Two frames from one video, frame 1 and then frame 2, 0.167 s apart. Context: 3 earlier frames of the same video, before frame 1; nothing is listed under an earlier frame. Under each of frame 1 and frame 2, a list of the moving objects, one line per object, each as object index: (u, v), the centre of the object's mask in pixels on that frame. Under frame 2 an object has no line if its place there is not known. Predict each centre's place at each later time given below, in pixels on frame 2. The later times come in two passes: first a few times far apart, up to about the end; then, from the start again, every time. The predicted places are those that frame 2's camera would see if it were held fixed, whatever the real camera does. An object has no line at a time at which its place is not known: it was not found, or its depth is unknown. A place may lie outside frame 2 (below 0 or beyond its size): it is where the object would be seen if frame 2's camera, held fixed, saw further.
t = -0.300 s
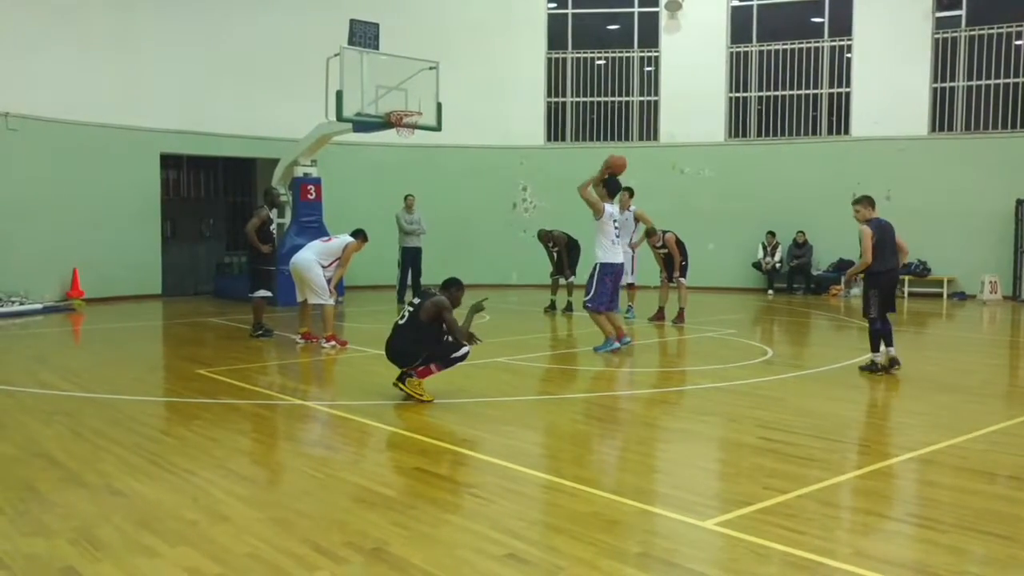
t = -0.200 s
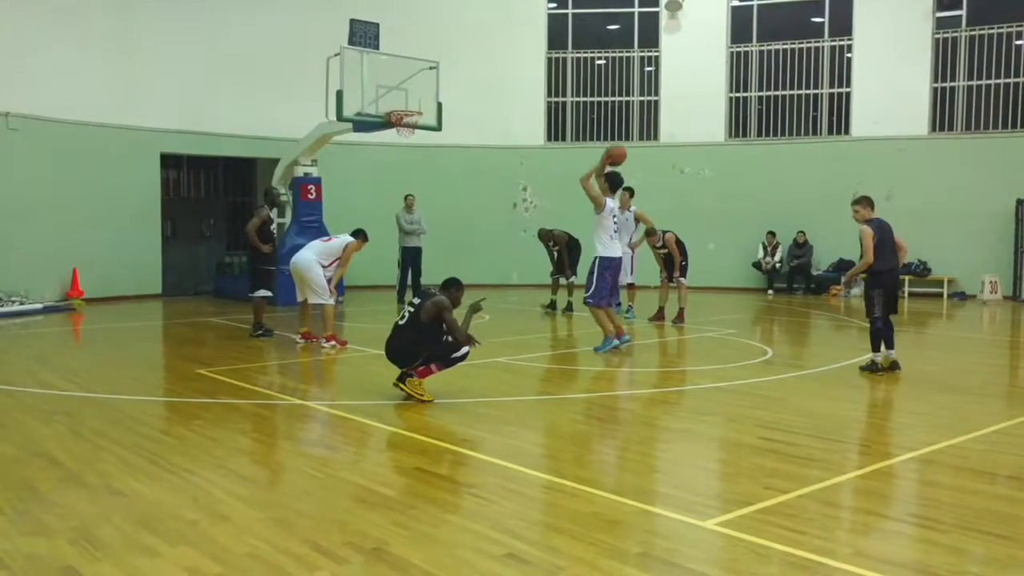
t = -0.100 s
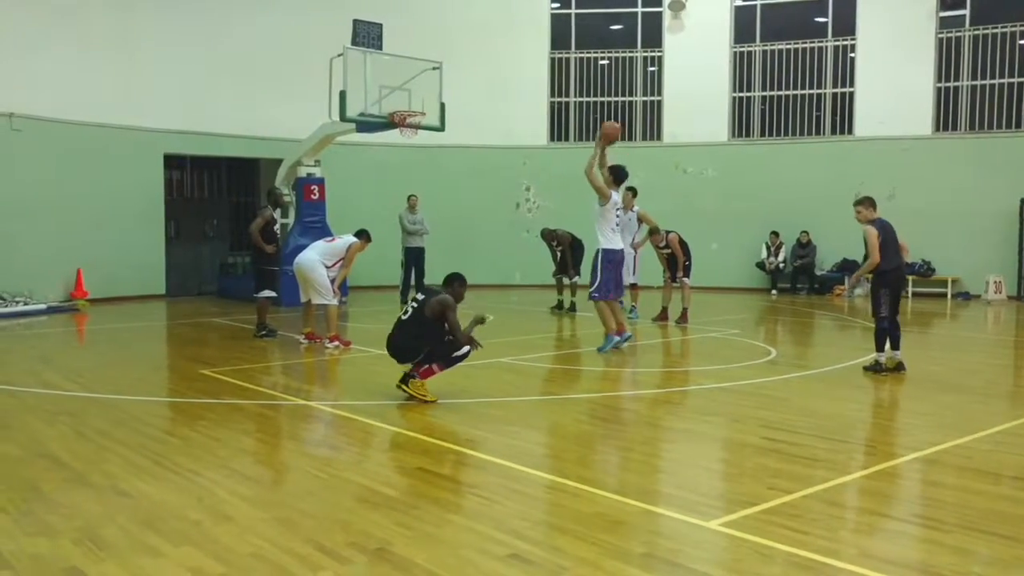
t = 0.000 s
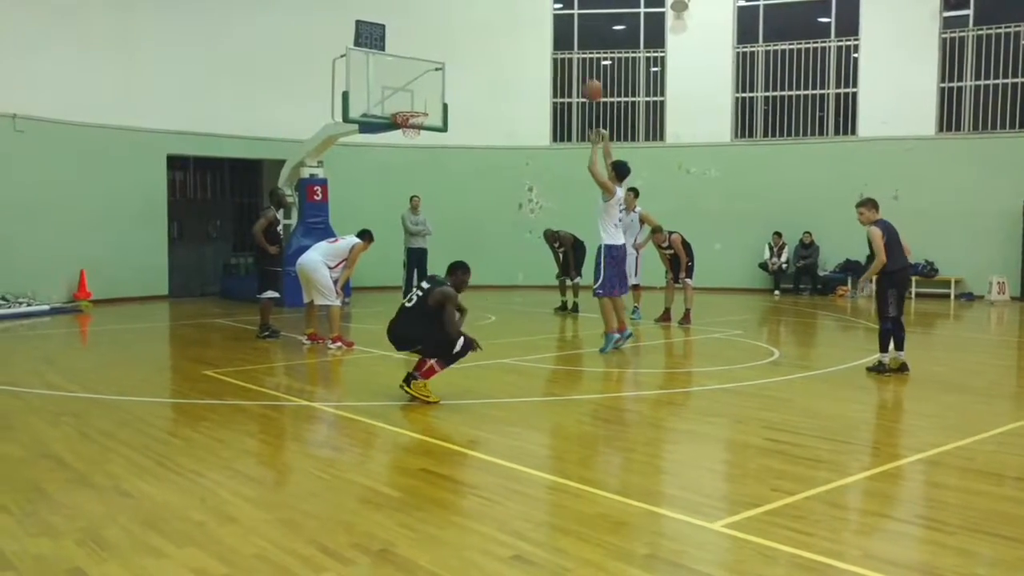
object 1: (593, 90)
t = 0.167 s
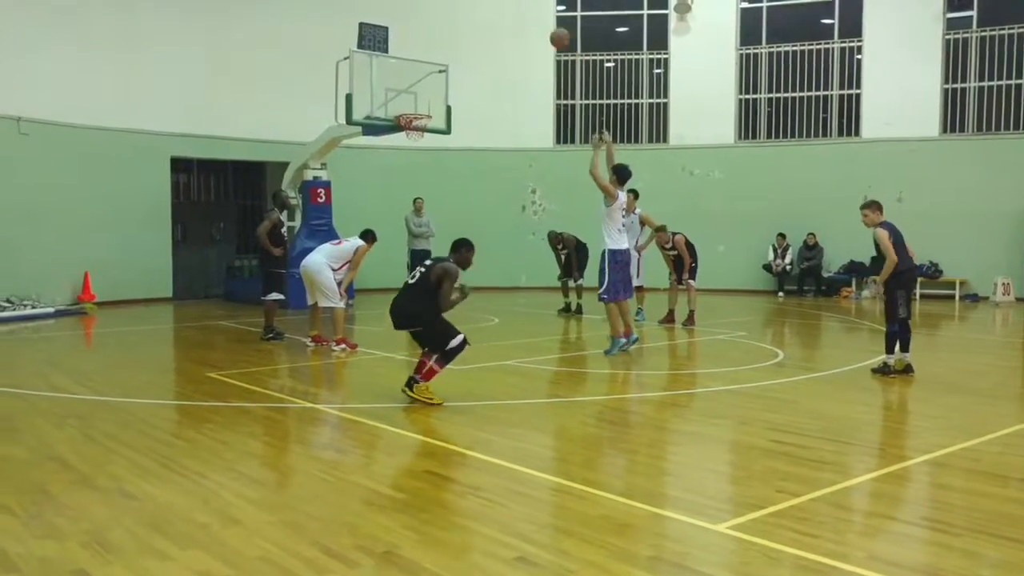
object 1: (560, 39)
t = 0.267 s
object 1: (539, 18)
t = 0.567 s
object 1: (484, 9)
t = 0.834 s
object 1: (442, 52)
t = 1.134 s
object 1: (411, 142)
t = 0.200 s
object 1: (552, 30)
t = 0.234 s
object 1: (546, 24)
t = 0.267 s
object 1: (539, 18)
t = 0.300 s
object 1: (532, 13)
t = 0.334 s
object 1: (526, 10)
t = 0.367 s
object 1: (520, 7)
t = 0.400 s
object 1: (513, 6)
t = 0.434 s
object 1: (508, 5)
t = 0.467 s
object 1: (502, 5)
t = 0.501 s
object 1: (495, 5)
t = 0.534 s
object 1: (490, 6)
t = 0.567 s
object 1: (484, 9)
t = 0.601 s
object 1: (478, 12)
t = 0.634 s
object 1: (473, 15)
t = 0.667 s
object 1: (468, 20)
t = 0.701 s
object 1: (462, 25)
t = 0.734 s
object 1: (457, 31)
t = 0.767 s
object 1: (452, 38)
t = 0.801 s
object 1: (447, 45)
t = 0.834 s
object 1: (442, 52)
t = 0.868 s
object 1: (437, 62)
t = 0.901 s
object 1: (432, 70)
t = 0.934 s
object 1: (428, 81)
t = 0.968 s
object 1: (423, 92)
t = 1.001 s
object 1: (419, 102)
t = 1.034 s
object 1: (414, 114)
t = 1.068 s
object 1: (411, 125)
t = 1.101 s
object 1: (411, 133)
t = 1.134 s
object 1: (411, 142)
